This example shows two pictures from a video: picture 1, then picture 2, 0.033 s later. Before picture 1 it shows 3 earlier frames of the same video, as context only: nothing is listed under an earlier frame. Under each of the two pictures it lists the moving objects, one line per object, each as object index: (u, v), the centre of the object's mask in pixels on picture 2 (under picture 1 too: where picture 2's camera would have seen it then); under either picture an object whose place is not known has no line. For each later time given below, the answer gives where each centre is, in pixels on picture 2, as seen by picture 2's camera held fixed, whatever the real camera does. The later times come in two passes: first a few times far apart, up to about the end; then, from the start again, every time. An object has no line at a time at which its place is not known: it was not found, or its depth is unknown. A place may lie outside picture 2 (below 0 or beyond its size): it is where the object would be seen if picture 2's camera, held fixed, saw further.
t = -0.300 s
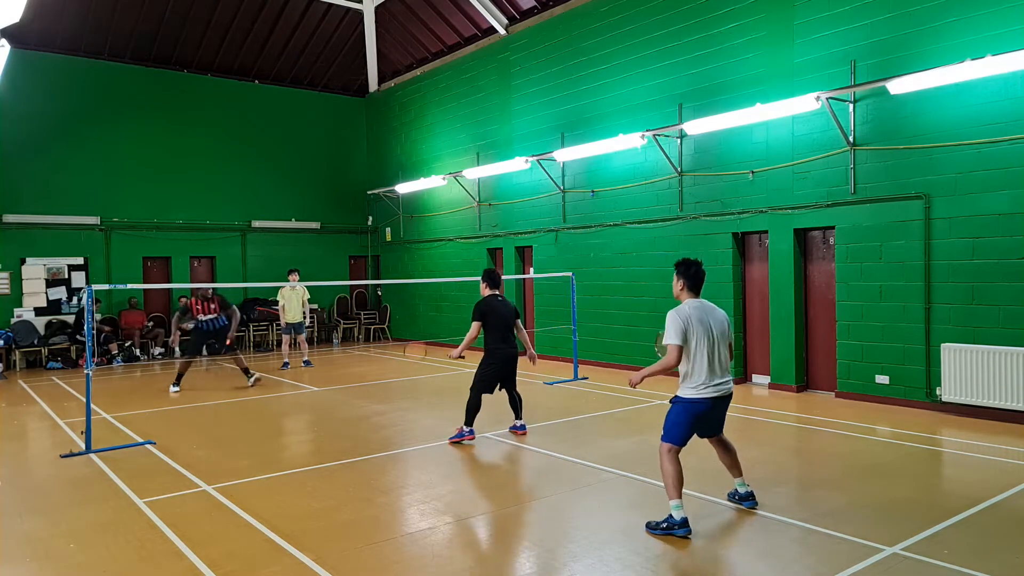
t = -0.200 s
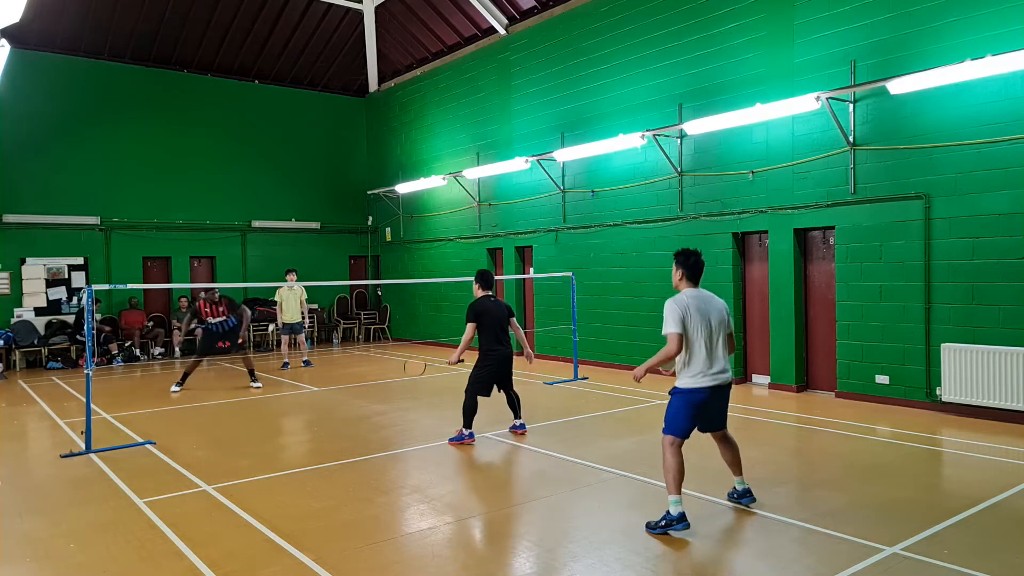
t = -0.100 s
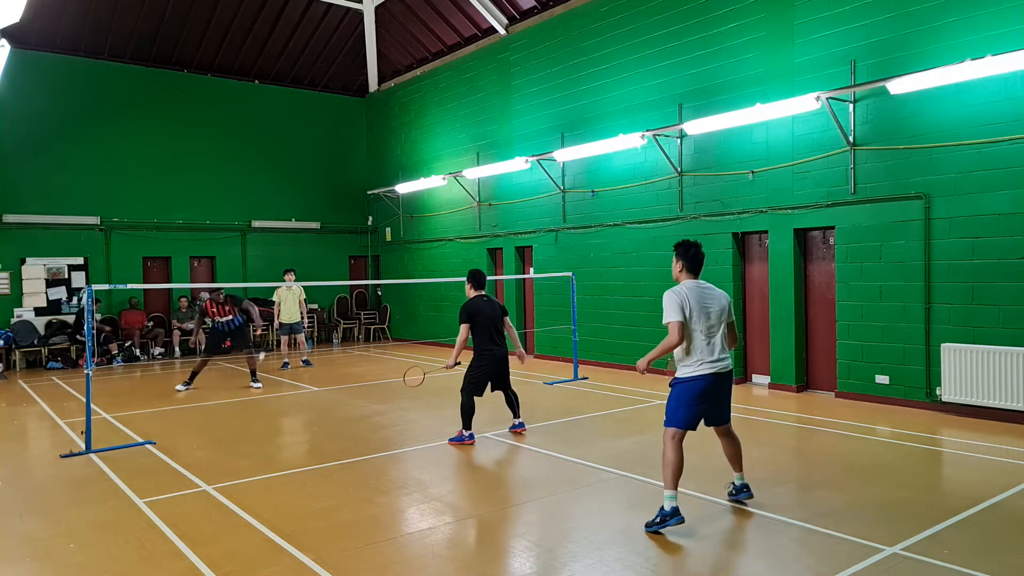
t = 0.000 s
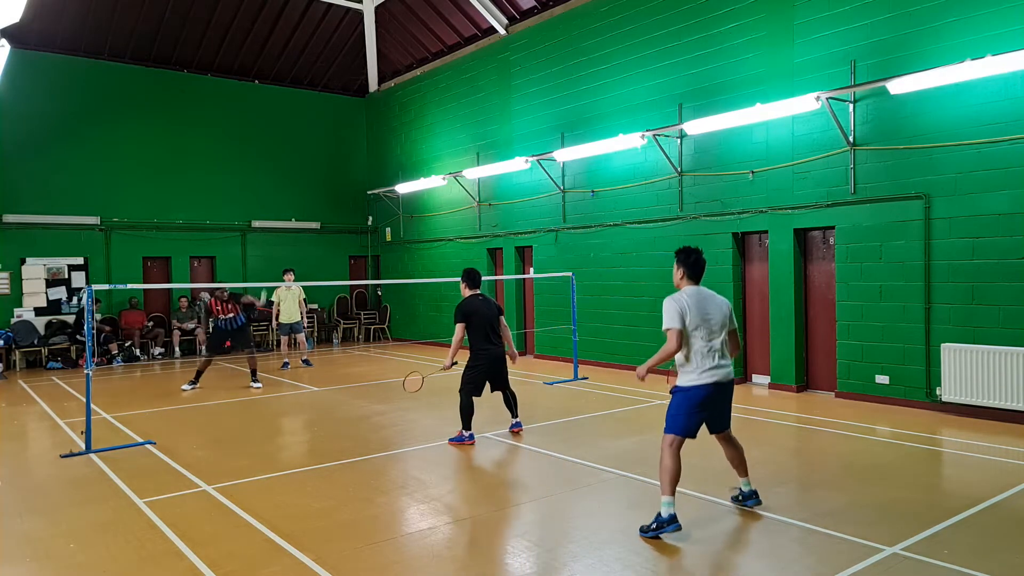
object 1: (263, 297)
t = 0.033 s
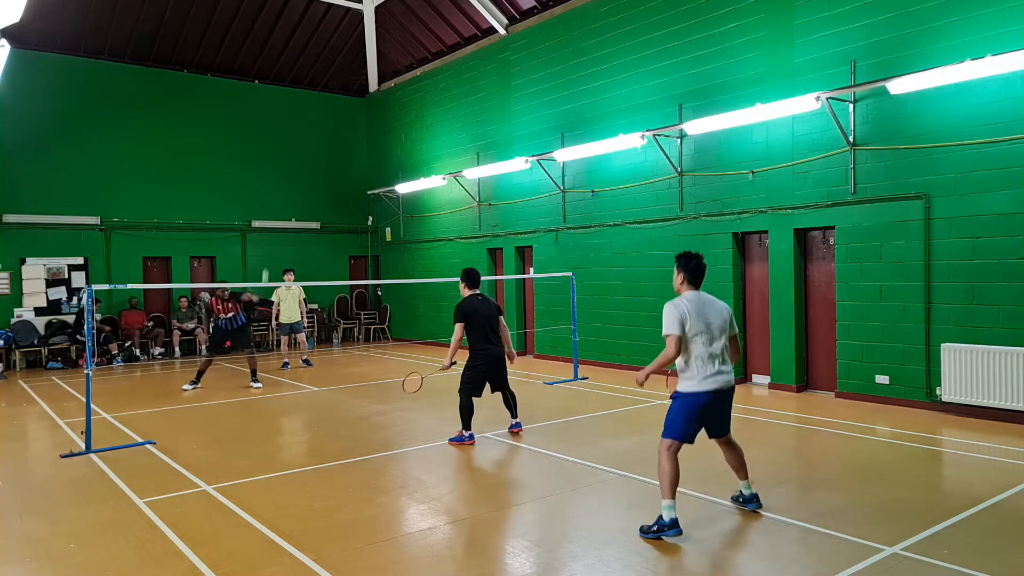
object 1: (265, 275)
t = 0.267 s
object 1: (272, 169)
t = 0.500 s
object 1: (284, 121)
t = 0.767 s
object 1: (296, 148)
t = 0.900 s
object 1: (302, 204)
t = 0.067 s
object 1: (266, 257)
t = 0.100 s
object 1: (267, 240)
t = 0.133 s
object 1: (269, 223)
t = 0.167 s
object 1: (270, 208)
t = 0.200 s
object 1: (271, 194)
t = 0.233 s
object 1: (270, 180)
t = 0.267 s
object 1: (272, 169)
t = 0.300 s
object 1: (275, 159)
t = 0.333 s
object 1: (276, 149)
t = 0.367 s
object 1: (278, 141)
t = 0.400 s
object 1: (280, 134)
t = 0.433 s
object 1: (281, 129)
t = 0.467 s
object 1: (283, 124)
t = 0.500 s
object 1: (284, 121)
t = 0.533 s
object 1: (286, 119)
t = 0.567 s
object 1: (287, 118)
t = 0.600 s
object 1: (289, 119)
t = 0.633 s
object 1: (290, 121)
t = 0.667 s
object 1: (292, 125)
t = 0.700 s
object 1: (293, 131)
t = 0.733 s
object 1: (295, 138)
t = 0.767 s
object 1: (296, 148)
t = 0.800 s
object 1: (298, 159)
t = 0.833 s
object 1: (299, 172)
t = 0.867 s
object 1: (301, 187)
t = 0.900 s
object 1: (302, 204)
